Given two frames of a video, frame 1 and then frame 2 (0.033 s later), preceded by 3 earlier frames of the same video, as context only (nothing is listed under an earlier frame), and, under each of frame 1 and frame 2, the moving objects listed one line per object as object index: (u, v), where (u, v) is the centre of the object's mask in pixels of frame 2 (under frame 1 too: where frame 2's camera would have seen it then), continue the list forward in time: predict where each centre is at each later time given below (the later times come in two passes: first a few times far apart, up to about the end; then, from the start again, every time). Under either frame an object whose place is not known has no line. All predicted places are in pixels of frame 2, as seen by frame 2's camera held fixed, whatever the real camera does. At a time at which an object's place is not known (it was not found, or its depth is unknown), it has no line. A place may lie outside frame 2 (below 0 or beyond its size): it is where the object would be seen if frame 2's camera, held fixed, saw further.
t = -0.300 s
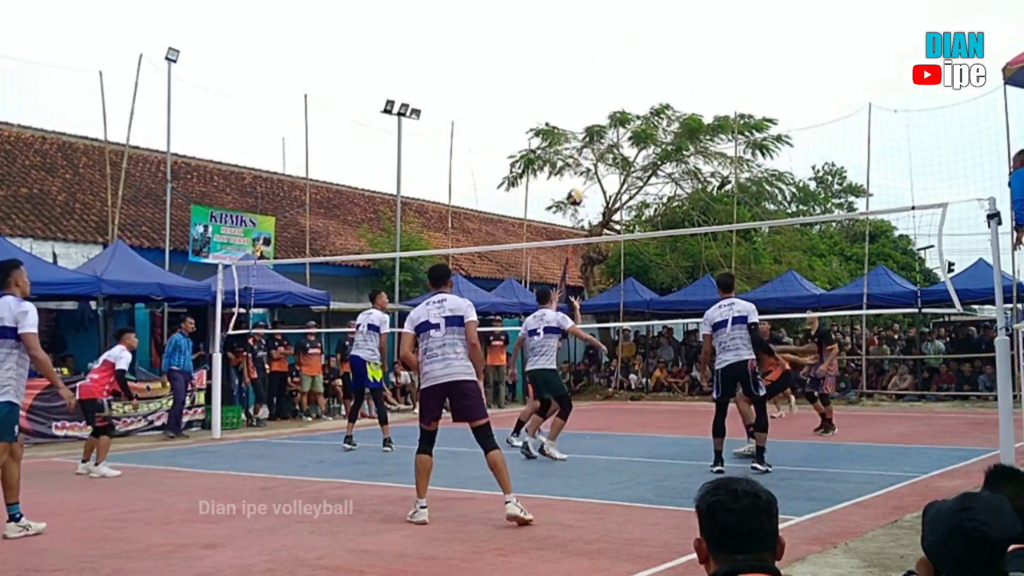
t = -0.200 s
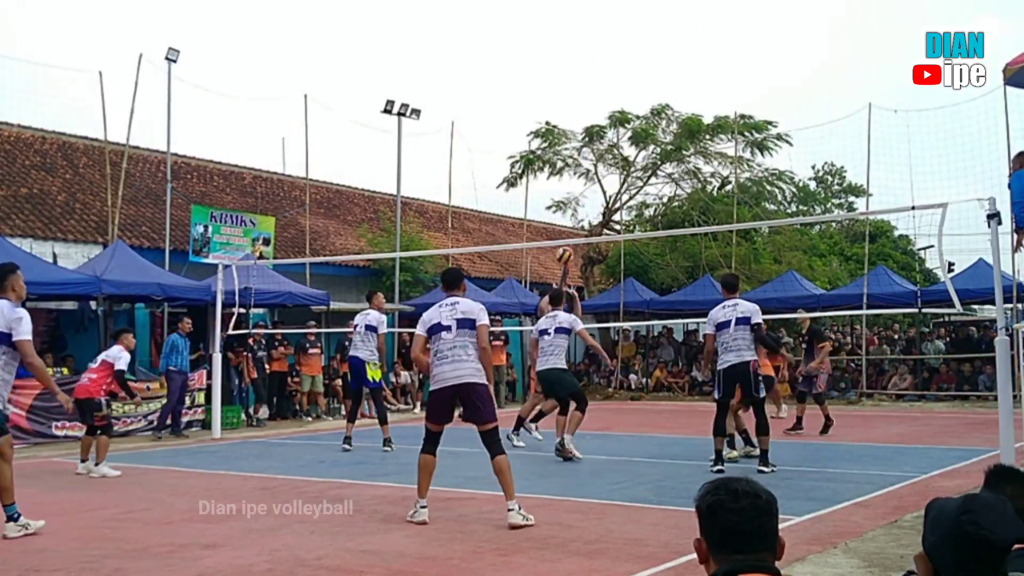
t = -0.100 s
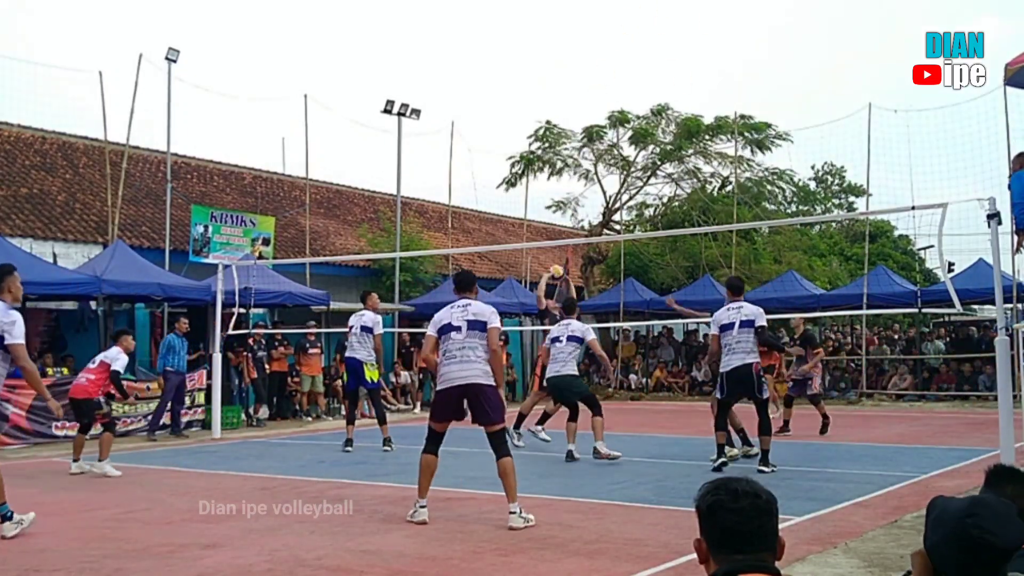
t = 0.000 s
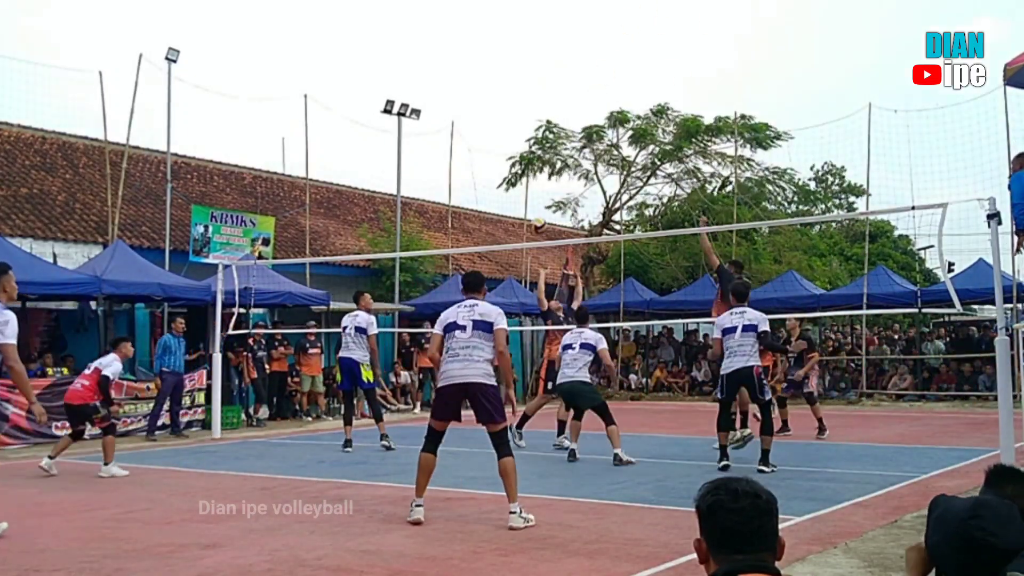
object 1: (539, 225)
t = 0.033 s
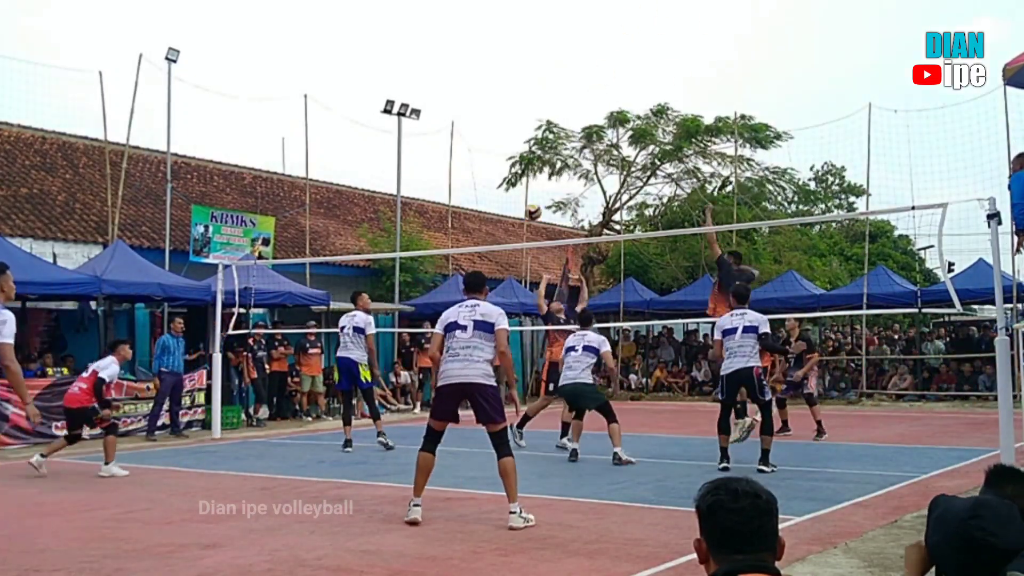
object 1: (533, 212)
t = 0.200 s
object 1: (506, 156)
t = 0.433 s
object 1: (470, 116)
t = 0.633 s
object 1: (442, 116)
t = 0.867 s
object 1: (410, 150)
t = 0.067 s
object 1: (527, 199)
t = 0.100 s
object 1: (521, 186)
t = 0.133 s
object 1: (516, 176)
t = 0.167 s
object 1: (511, 165)
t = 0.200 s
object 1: (506, 156)
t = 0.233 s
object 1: (500, 148)
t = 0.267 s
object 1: (495, 140)
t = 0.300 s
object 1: (490, 134)
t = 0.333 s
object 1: (485, 128)
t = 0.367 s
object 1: (480, 123)
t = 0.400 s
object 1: (475, 119)
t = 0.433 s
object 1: (470, 116)
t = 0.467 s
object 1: (465, 114)
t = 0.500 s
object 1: (460, 113)
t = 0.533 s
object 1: (456, 112)
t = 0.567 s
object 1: (451, 112)
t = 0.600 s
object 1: (446, 114)
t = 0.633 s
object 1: (442, 116)
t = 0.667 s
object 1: (437, 118)
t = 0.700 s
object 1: (432, 122)
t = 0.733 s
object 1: (428, 126)
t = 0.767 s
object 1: (423, 131)
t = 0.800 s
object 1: (419, 136)
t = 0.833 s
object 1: (415, 143)
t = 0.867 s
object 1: (410, 150)
